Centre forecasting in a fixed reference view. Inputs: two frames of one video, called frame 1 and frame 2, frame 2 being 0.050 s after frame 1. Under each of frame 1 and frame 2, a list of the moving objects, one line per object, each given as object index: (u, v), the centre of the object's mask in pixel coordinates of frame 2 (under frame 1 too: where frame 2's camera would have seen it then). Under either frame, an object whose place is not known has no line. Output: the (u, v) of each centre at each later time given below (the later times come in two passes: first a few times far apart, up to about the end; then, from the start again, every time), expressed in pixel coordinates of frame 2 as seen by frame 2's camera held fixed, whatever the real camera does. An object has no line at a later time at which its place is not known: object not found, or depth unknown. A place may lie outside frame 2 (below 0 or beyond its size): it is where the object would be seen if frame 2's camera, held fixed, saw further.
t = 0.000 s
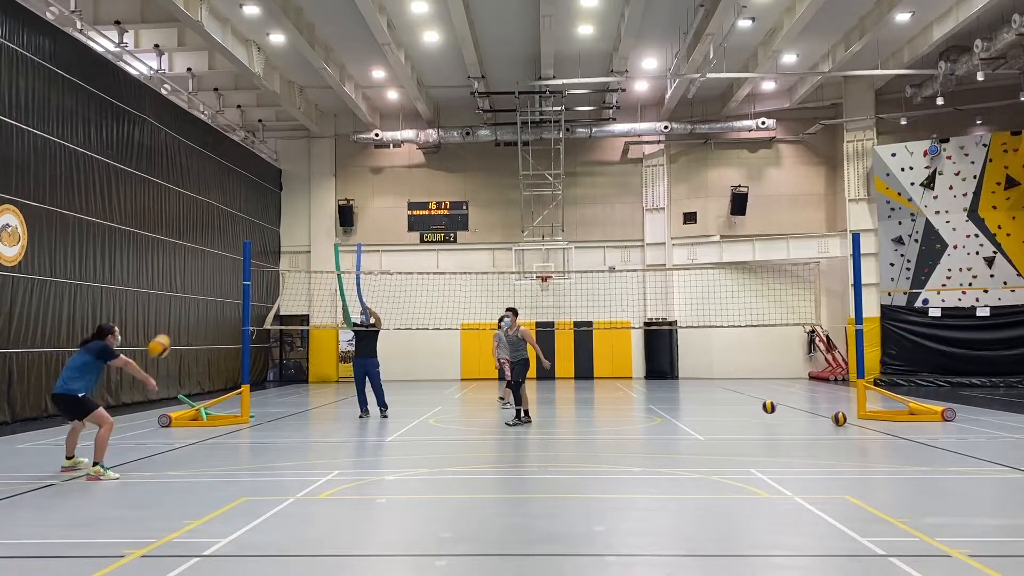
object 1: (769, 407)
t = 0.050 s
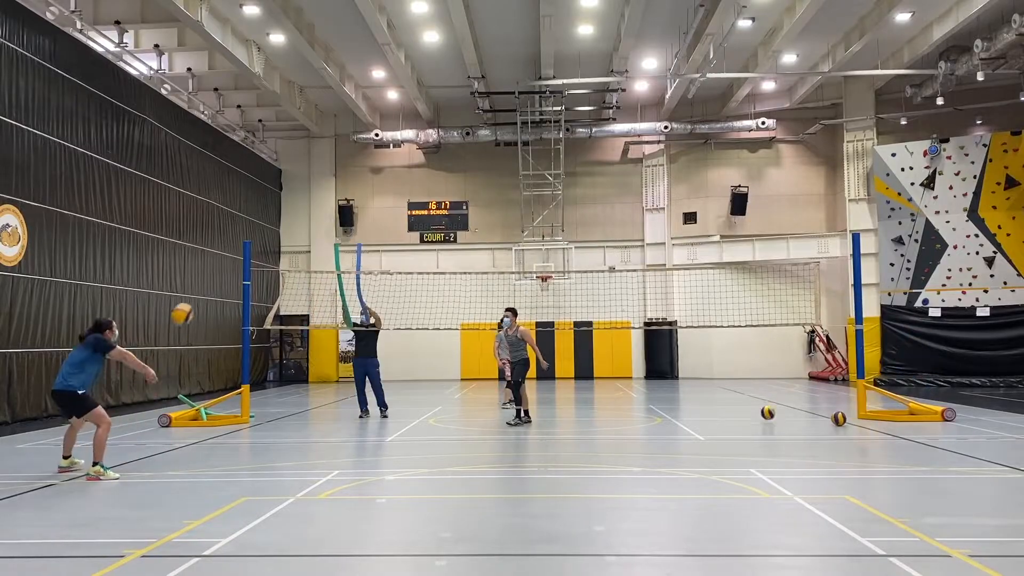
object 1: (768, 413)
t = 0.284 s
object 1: (760, 406)
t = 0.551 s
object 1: (753, 412)
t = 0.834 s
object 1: (746, 417)
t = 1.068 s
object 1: (740, 421)
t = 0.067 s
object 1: (767, 416)
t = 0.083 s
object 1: (767, 417)
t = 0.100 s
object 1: (766, 415)
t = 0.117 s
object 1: (766, 413)
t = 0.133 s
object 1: (765, 411)
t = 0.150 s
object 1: (765, 410)
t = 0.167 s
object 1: (764, 409)
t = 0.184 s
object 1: (764, 408)
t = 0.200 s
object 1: (763, 407)
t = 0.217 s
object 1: (762, 406)
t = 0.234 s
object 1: (762, 406)
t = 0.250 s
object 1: (762, 406)
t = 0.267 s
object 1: (761, 406)
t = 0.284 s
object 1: (760, 406)
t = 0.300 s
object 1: (760, 406)
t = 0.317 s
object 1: (759, 406)
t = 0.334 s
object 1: (759, 407)
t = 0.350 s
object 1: (759, 407)
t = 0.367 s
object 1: (758, 408)
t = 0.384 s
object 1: (758, 410)
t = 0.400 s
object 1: (757, 411)
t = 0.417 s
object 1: (757, 413)
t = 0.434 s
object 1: (756, 415)
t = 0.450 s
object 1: (756, 416)
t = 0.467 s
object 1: (756, 418)
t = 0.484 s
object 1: (755, 417)
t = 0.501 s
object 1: (755, 415)
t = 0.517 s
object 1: (754, 414)
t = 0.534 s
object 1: (754, 413)
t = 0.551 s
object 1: (753, 412)
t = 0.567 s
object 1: (753, 411)
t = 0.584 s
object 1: (752, 411)
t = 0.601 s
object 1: (752, 411)
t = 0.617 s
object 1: (751, 410)
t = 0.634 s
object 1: (751, 410)
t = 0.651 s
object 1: (751, 410)
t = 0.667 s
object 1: (750, 411)
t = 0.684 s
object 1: (750, 411)
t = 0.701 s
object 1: (749, 412)
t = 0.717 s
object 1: (749, 413)
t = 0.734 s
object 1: (748, 414)
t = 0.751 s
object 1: (748, 416)
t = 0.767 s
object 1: (748, 417)
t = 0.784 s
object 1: (747, 419)
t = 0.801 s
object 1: (747, 419)
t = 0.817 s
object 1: (746, 418)
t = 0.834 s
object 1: (746, 417)
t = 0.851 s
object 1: (746, 416)
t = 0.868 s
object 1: (745, 415)
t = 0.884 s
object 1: (745, 415)
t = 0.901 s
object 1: (744, 414)
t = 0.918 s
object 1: (744, 414)
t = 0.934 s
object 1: (743, 414)
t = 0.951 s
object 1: (743, 414)
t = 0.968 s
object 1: (742, 414)
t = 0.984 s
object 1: (742, 415)
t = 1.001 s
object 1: (742, 416)
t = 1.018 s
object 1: (741, 417)
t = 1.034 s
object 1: (741, 418)
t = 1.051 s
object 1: (741, 419)
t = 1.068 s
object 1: (740, 421)
